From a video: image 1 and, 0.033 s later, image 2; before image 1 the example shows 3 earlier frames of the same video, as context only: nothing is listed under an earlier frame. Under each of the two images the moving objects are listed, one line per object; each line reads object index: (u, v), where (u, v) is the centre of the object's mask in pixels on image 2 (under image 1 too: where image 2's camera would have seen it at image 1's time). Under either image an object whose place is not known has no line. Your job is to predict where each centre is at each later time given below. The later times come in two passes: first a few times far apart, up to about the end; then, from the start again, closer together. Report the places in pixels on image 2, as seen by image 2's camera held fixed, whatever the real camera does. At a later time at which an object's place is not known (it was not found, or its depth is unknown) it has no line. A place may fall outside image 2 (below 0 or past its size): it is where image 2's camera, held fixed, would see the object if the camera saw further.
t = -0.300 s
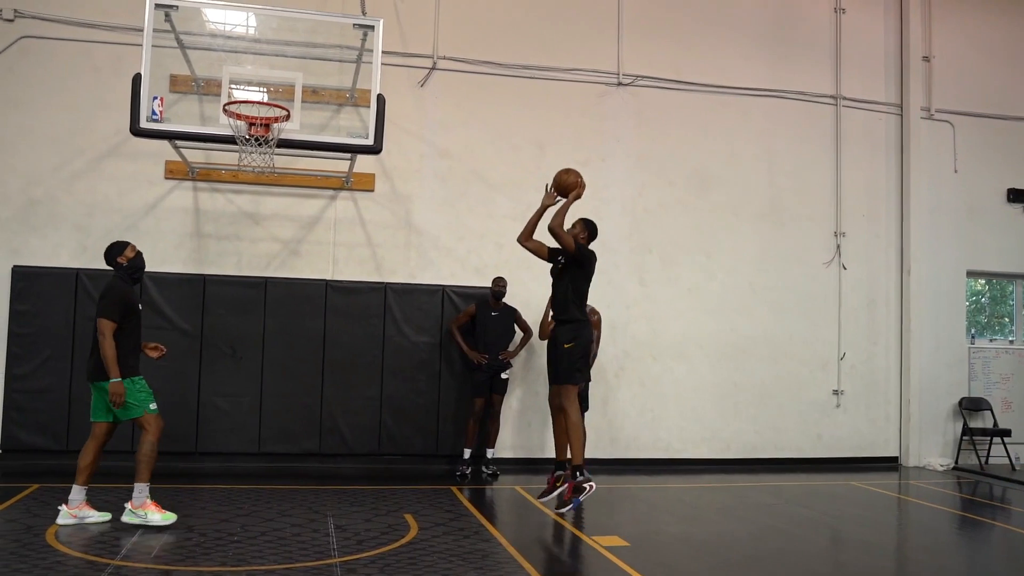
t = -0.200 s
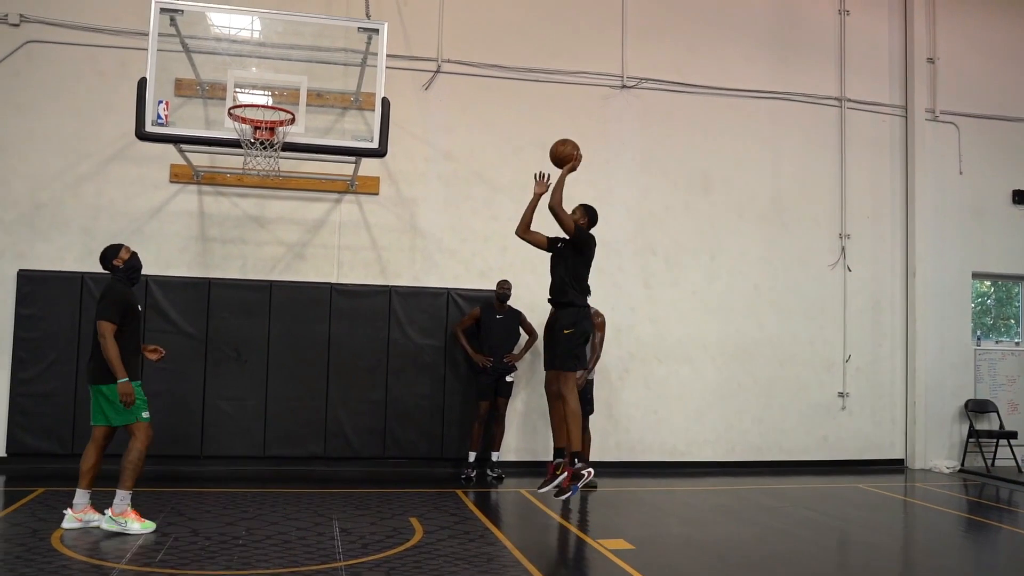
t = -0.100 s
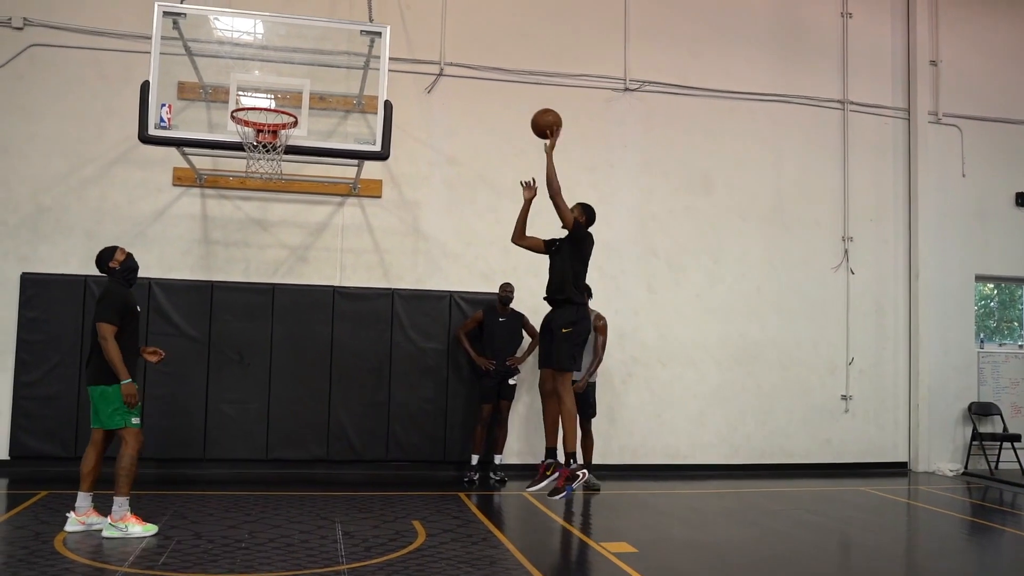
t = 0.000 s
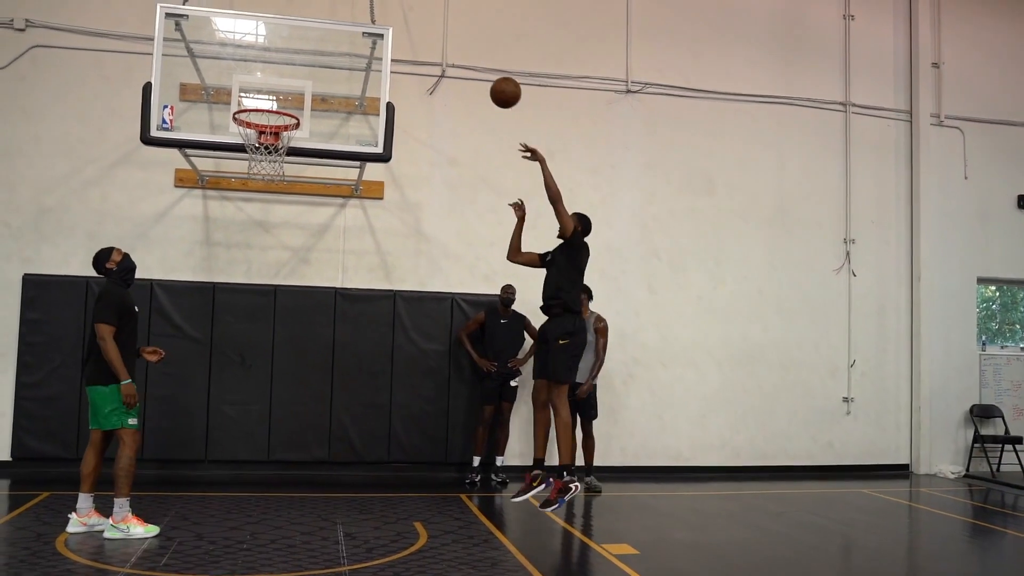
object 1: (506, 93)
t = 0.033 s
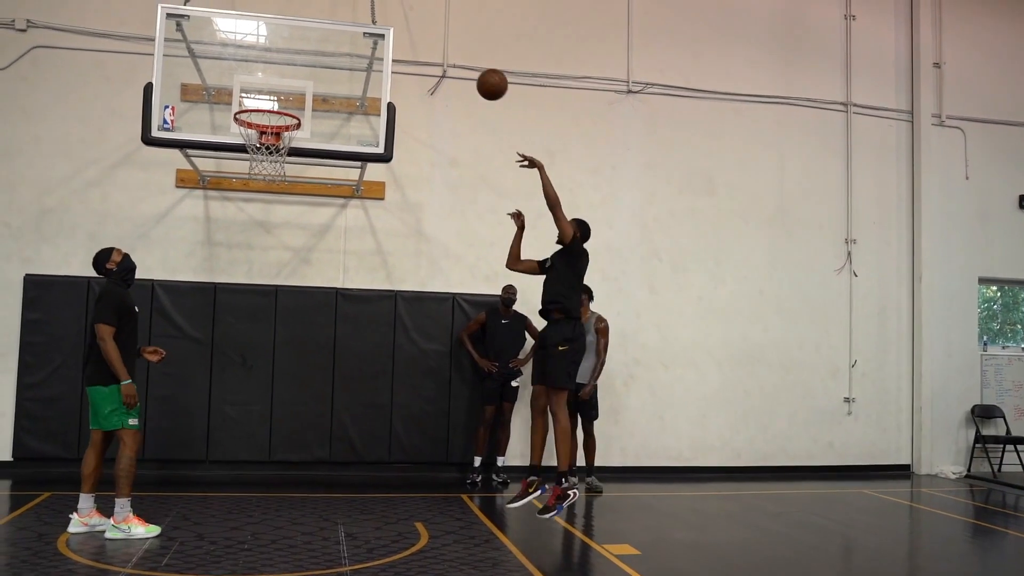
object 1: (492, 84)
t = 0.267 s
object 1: (388, 65)
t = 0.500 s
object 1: (289, 95)
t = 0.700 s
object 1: (243, 83)
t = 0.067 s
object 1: (477, 78)
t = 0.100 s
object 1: (463, 72)
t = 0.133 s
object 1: (448, 68)
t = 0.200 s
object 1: (418, 64)
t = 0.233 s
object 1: (404, 64)
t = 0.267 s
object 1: (388, 65)
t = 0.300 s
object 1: (373, 68)
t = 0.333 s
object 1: (357, 72)
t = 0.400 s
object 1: (326, 85)
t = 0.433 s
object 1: (310, 94)
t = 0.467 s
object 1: (296, 101)
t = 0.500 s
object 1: (289, 95)
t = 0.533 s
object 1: (282, 89)
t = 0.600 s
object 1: (266, 83)
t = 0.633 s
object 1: (259, 81)
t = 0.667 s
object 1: (251, 82)
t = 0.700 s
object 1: (243, 83)
